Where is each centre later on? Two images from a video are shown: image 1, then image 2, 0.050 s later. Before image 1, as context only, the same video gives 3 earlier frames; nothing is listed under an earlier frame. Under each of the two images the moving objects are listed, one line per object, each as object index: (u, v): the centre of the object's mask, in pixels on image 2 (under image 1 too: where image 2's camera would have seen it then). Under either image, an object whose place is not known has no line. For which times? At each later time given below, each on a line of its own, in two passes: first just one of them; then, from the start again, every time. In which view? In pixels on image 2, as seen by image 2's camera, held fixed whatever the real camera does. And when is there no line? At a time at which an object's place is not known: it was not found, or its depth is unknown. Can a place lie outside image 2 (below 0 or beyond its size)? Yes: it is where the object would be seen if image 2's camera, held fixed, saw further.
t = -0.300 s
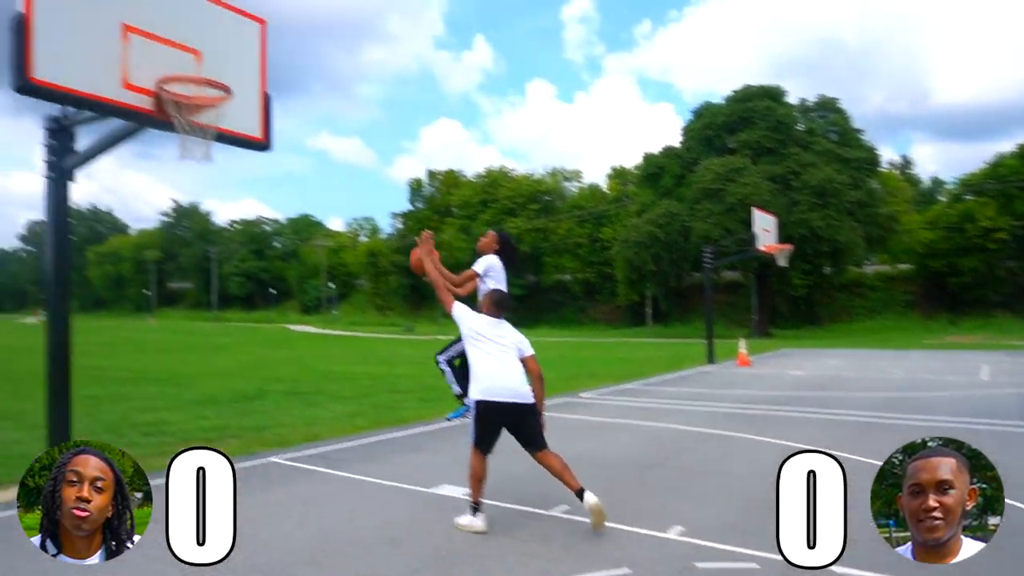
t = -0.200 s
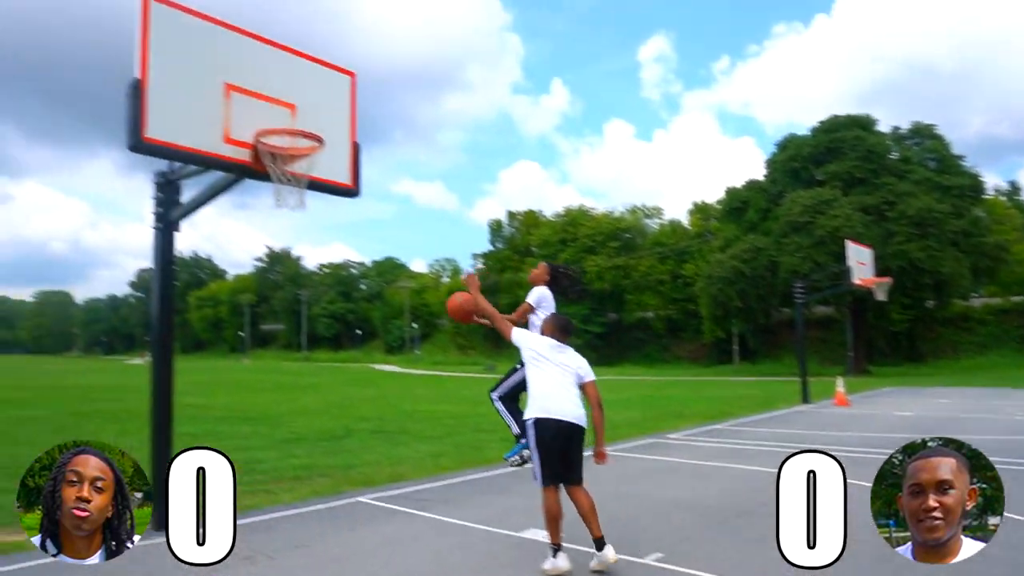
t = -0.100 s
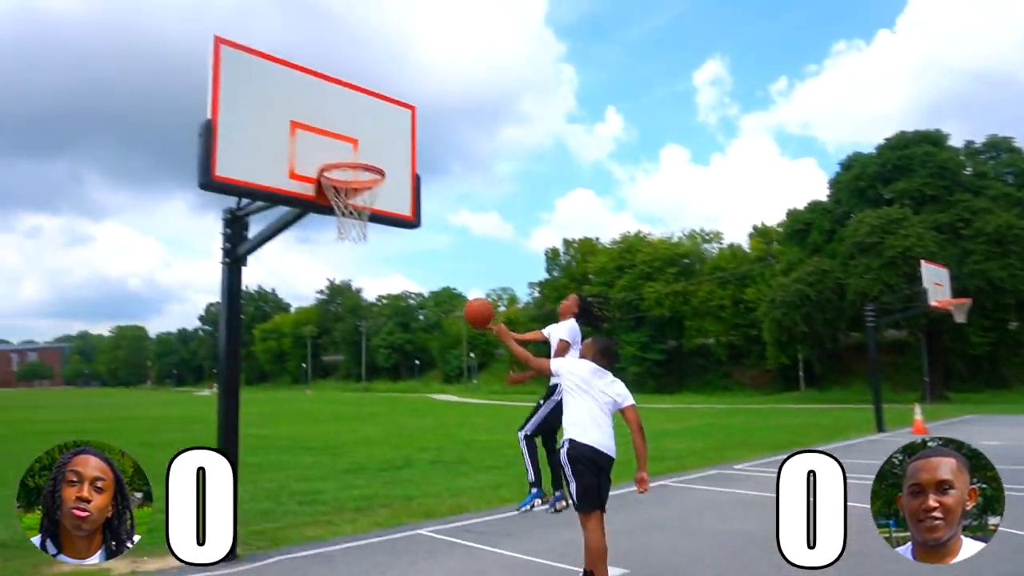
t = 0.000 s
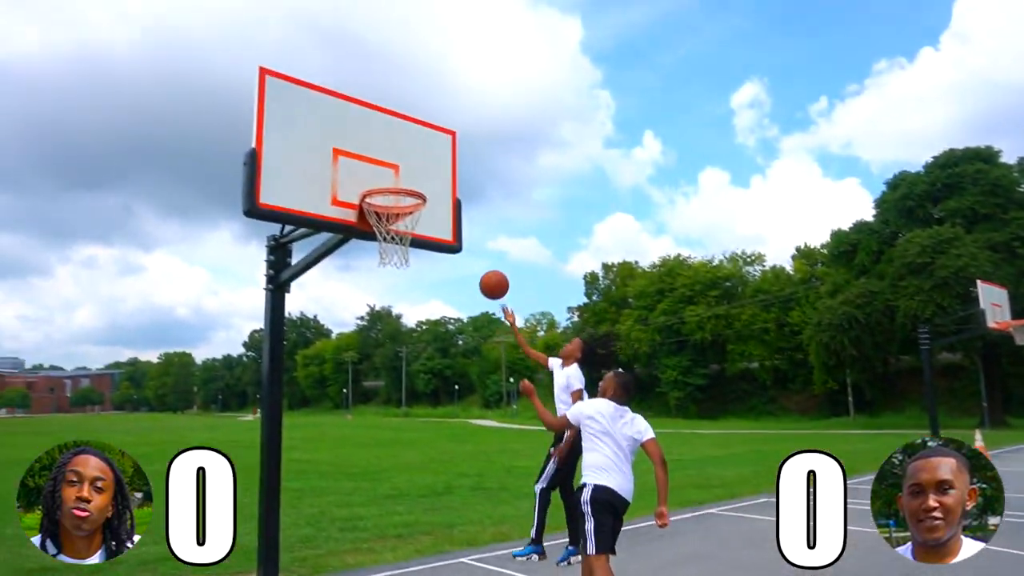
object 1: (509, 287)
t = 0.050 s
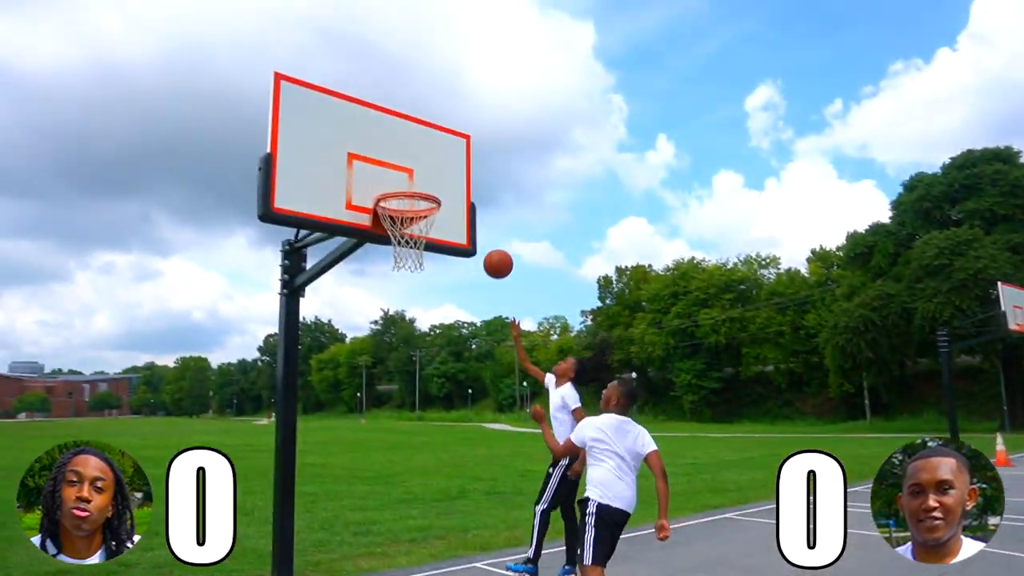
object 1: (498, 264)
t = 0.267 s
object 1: (454, 200)
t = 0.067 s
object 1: (494, 257)
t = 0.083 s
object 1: (491, 250)
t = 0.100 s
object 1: (488, 243)
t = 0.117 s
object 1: (485, 237)
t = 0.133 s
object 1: (481, 230)
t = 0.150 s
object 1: (477, 224)
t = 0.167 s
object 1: (474, 220)
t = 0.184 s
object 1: (470, 216)
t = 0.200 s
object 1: (467, 212)
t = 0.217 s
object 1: (464, 208)
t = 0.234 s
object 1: (461, 205)
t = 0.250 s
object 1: (457, 202)
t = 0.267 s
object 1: (454, 200)
